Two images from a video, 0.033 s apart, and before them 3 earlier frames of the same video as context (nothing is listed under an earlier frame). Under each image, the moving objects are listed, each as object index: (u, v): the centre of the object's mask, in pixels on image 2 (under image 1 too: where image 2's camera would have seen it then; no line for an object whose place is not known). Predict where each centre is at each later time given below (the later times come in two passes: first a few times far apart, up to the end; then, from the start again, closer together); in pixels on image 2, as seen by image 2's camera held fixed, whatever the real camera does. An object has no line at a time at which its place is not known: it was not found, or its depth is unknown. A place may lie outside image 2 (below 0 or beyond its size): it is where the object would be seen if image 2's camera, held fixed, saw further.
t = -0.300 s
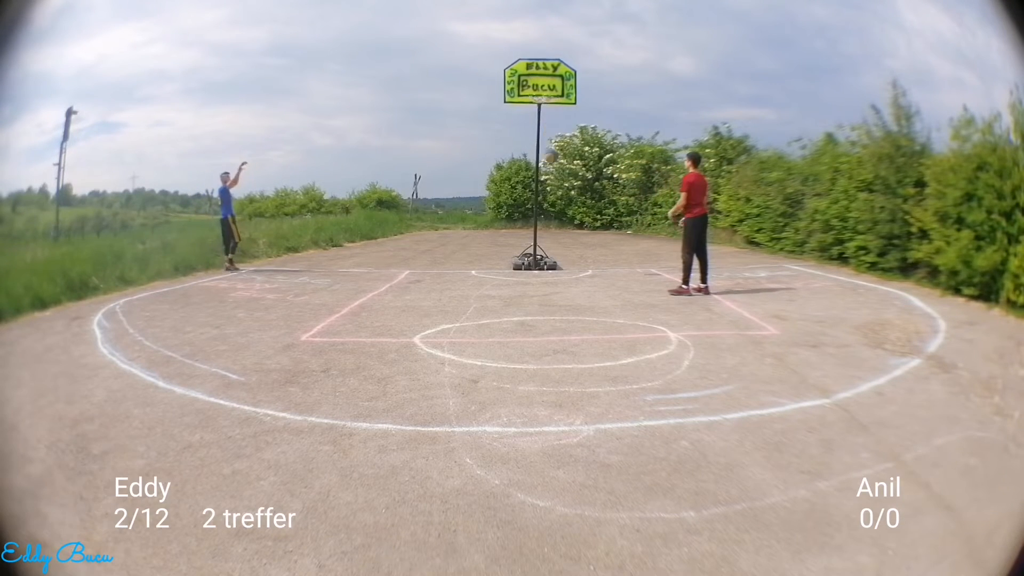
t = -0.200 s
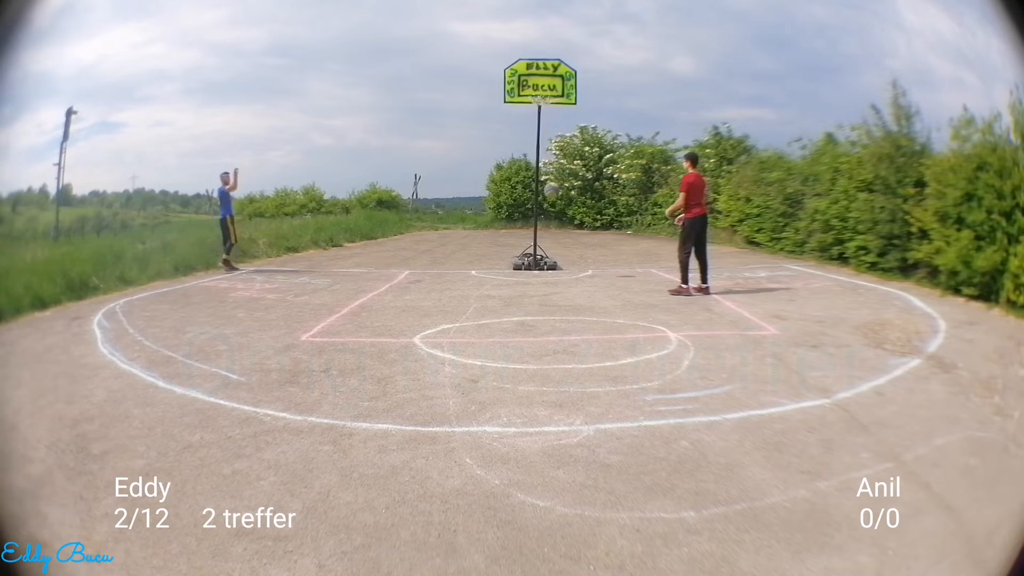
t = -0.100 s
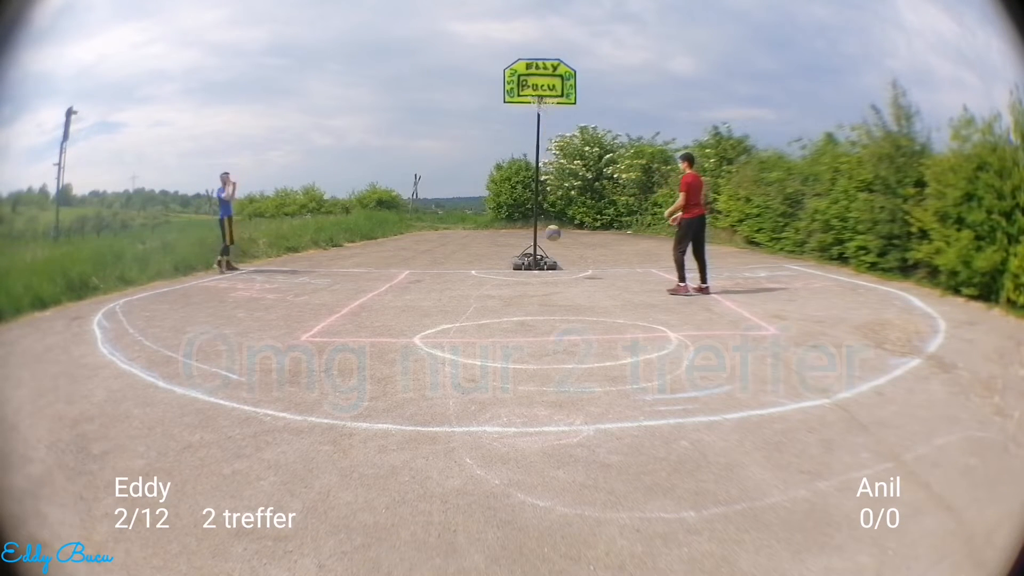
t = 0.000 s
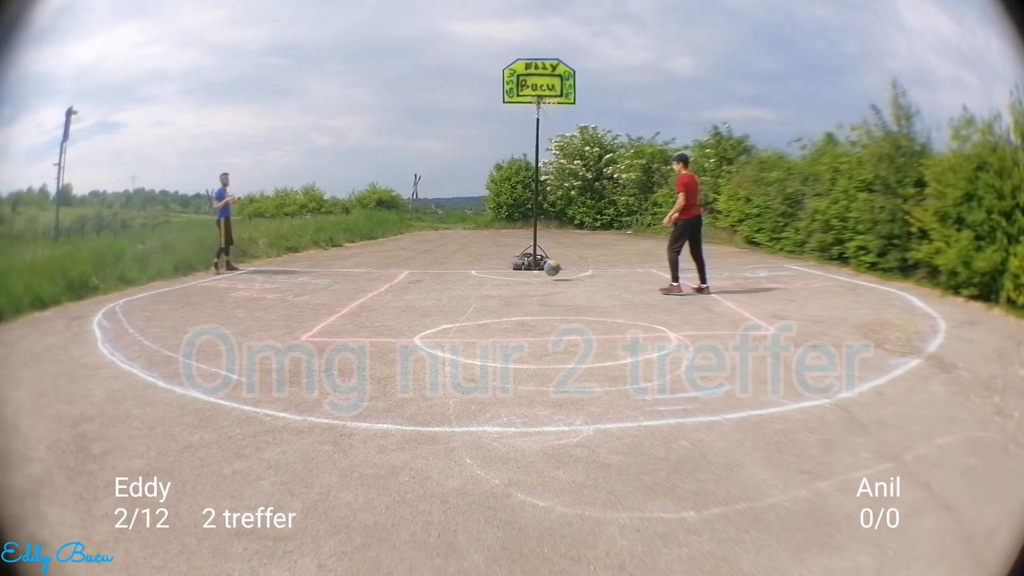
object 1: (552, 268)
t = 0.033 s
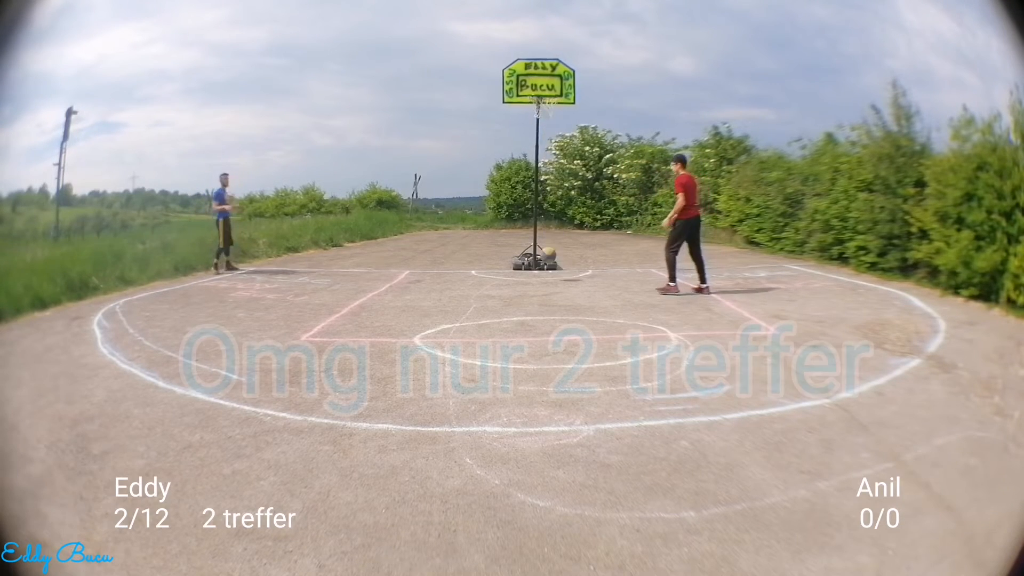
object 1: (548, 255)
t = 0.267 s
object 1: (520, 181)
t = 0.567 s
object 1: (482, 137)
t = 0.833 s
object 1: (447, 151)
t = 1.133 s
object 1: (405, 237)
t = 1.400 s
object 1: (370, 240)
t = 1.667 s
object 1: (337, 186)
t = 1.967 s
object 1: (298, 197)
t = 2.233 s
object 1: (265, 282)
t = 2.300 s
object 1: (258, 312)
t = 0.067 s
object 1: (544, 242)
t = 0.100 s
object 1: (540, 231)
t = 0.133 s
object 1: (536, 219)
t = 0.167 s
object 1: (532, 209)
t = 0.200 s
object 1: (528, 199)
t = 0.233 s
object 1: (524, 190)
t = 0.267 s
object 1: (520, 181)
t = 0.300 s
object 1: (516, 173)
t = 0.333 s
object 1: (512, 166)
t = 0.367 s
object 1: (508, 160)
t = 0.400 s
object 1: (503, 154)
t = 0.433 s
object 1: (499, 149)
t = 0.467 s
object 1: (495, 145)
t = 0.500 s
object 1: (491, 142)
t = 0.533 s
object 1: (486, 139)
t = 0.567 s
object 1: (482, 137)
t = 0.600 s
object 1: (478, 136)
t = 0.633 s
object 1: (473, 135)
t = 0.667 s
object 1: (469, 136)
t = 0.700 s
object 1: (464, 137)
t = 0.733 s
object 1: (460, 139)
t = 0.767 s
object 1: (456, 142)
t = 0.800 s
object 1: (451, 146)
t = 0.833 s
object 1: (447, 151)
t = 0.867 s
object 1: (442, 157)
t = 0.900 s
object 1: (437, 163)
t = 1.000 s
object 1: (423, 189)
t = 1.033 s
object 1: (418, 200)
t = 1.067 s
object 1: (415, 212)
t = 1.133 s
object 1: (405, 237)
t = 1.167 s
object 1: (401, 252)
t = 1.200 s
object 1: (396, 267)
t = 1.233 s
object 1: (391, 284)
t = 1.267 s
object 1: (387, 286)
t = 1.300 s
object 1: (383, 274)
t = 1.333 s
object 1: (379, 262)
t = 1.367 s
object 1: (375, 250)
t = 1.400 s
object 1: (370, 240)
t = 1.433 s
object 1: (365, 230)
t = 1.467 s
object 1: (361, 221)
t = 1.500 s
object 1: (357, 213)
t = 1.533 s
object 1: (353, 206)
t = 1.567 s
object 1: (349, 200)
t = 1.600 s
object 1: (345, 195)
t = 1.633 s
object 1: (341, 189)
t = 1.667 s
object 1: (337, 186)
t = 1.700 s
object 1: (333, 184)
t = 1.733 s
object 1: (329, 182)
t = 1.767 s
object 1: (324, 181)
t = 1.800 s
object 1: (320, 181)
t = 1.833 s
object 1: (316, 182)
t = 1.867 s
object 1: (311, 184)
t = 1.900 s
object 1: (307, 187)
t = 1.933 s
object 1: (303, 192)
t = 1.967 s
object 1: (298, 197)
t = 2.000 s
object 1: (294, 204)
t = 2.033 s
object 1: (290, 211)
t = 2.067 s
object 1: (286, 219)
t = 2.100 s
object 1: (281, 229)
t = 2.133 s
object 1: (277, 240)
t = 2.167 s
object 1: (273, 253)
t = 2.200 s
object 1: (269, 267)
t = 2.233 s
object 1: (265, 282)
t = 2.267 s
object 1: (261, 297)
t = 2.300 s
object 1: (258, 312)
